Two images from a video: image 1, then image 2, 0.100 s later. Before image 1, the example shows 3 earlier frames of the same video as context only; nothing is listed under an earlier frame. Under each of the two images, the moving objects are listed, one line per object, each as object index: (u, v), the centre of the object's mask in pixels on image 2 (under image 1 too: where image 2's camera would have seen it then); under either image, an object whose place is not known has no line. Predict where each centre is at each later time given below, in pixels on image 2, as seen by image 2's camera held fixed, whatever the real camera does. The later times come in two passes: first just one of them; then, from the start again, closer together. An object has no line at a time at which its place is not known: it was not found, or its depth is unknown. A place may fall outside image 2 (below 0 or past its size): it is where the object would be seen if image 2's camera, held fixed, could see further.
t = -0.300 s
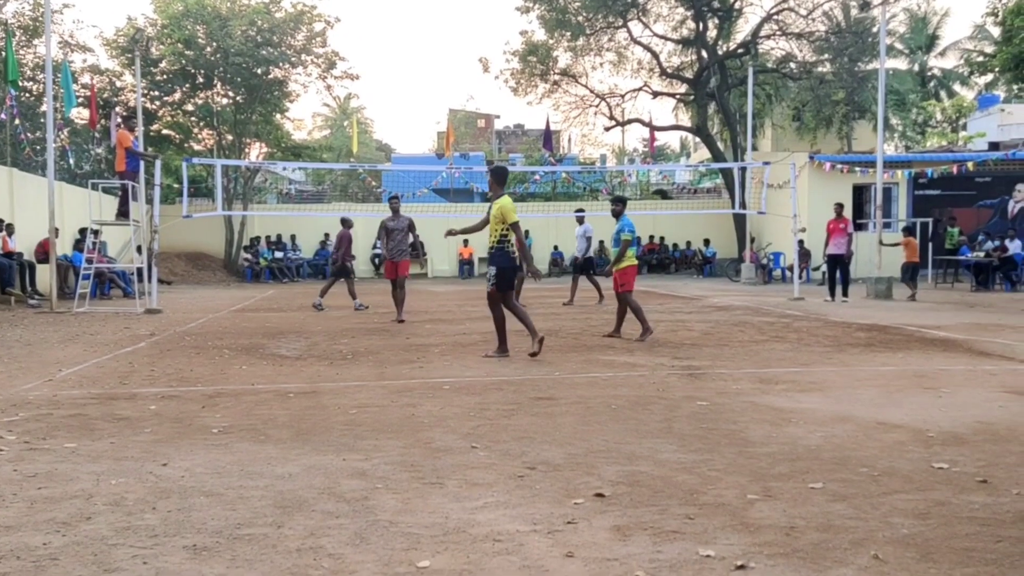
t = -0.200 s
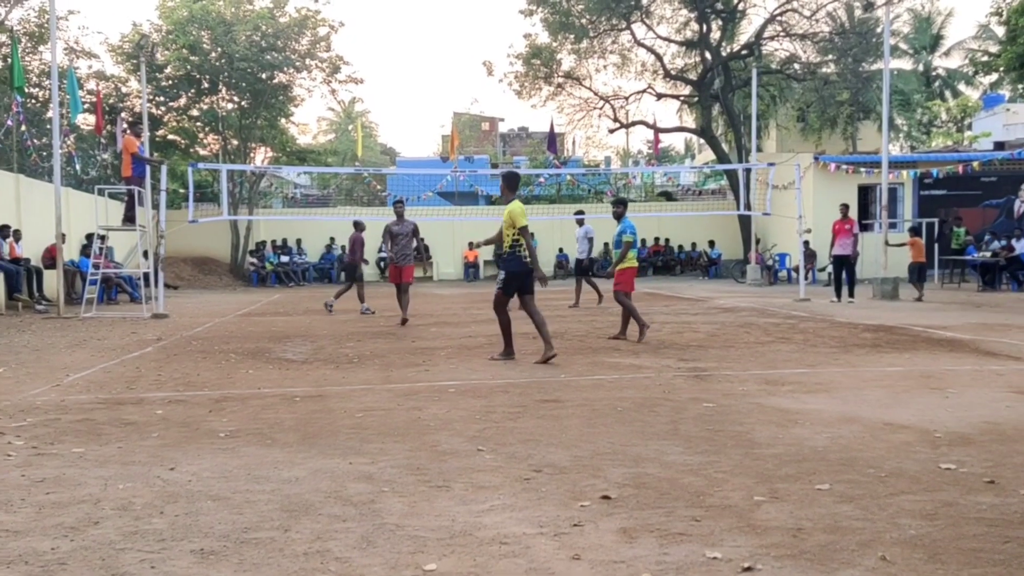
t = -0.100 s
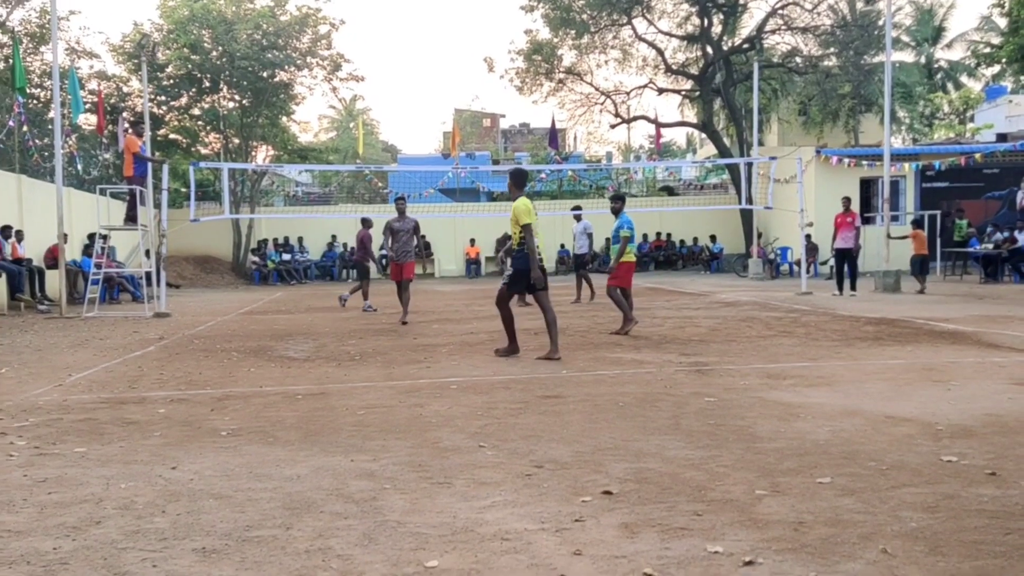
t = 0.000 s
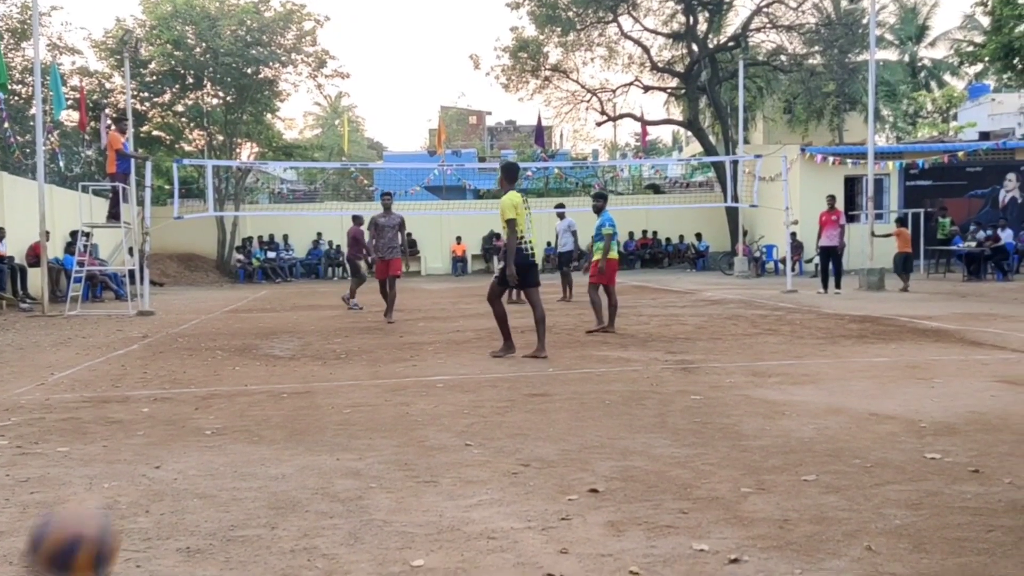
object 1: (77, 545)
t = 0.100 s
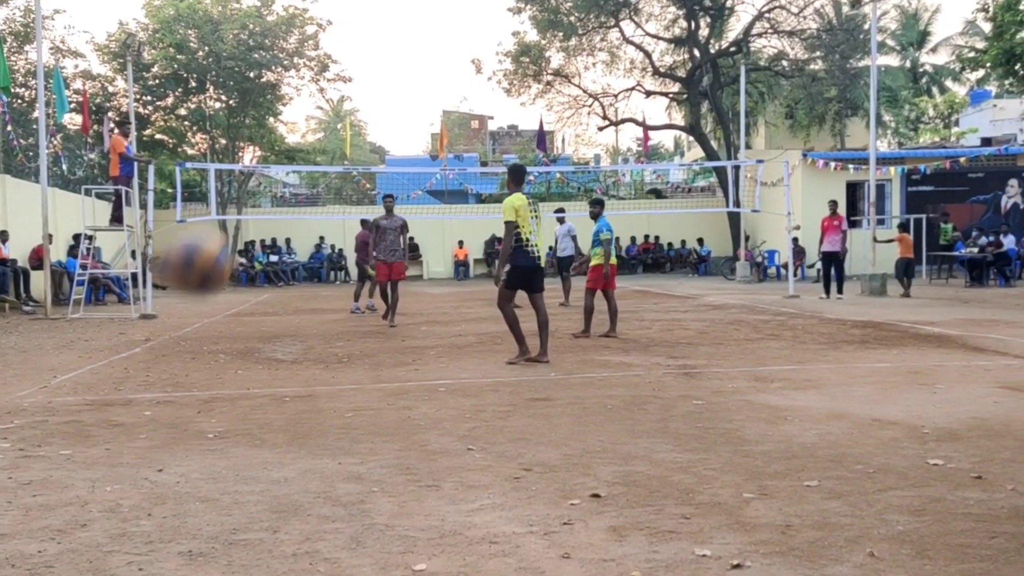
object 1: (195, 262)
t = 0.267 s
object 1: (311, 51)
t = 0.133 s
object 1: (228, 201)
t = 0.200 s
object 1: (272, 110)
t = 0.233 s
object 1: (293, 77)
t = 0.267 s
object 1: (311, 51)
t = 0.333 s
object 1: (342, 15)
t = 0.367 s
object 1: (355, 4)
